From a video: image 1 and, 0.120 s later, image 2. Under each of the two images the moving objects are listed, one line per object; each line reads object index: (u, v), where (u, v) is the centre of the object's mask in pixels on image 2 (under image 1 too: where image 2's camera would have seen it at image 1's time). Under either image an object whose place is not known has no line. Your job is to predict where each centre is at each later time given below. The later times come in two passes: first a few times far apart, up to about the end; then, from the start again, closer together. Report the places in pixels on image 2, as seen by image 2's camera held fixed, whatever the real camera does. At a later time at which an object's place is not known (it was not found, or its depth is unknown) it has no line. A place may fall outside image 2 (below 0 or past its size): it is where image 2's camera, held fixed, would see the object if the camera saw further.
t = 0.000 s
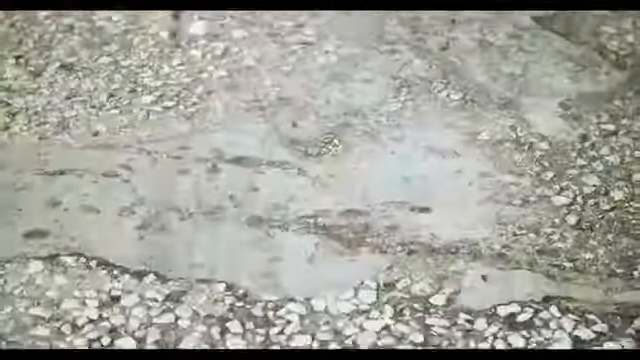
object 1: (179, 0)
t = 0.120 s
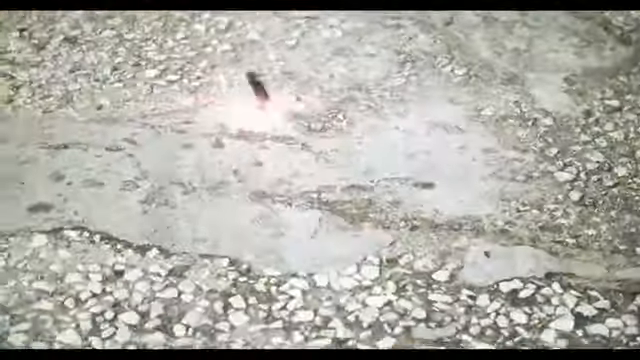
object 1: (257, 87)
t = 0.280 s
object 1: (309, 112)
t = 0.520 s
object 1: (284, 140)
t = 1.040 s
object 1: (308, 162)
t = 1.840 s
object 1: (308, 162)
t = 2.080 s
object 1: (308, 161)
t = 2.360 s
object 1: (309, 161)
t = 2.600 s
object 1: (308, 161)
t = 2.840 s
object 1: (308, 161)
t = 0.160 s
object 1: (277, 95)
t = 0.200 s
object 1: (287, 99)
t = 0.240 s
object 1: (311, 121)
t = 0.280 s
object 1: (309, 112)
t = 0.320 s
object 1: (304, 115)
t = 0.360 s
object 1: (301, 117)
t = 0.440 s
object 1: (291, 131)
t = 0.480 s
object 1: (285, 143)
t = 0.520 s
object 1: (284, 140)
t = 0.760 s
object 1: (300, 156)
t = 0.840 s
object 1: (307, 160)
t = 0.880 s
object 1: (309, 161)
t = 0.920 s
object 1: (309, 161)
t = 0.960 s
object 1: (309, 161)
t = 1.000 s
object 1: (310, 161)
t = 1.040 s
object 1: (308, 162)
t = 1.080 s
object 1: (308, 162)
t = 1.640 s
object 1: (309, 162)
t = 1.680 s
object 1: (309, 162)
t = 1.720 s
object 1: (309, 161)
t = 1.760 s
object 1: (309, 161)
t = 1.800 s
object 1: (309, 161)
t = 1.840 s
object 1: (308, 162)
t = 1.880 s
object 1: (309, 161)
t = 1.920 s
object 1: (309, 161)
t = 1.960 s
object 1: (309, 161)
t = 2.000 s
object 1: (309, 161)
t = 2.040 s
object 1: (308, 161)
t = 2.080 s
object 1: (308, 161)
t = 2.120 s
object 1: (308, 162)
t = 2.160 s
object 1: (309, 161)
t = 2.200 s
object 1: (309, 161)
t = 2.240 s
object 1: (309, 161)
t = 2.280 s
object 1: (309, 161)
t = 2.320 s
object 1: (309, 161)
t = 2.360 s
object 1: (309, 161)
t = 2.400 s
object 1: (309, 161)
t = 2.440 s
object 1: (308, 161)
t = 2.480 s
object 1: (309, 161)
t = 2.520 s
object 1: (309, 161)
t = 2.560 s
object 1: (308, 161)
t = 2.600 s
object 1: (308, 161)
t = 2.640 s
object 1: (308, 161)
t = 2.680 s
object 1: (308, 161)
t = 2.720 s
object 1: (308, 161)
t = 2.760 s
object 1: (308, 161)
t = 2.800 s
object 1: (308, 161)
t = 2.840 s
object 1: (308, 161)
